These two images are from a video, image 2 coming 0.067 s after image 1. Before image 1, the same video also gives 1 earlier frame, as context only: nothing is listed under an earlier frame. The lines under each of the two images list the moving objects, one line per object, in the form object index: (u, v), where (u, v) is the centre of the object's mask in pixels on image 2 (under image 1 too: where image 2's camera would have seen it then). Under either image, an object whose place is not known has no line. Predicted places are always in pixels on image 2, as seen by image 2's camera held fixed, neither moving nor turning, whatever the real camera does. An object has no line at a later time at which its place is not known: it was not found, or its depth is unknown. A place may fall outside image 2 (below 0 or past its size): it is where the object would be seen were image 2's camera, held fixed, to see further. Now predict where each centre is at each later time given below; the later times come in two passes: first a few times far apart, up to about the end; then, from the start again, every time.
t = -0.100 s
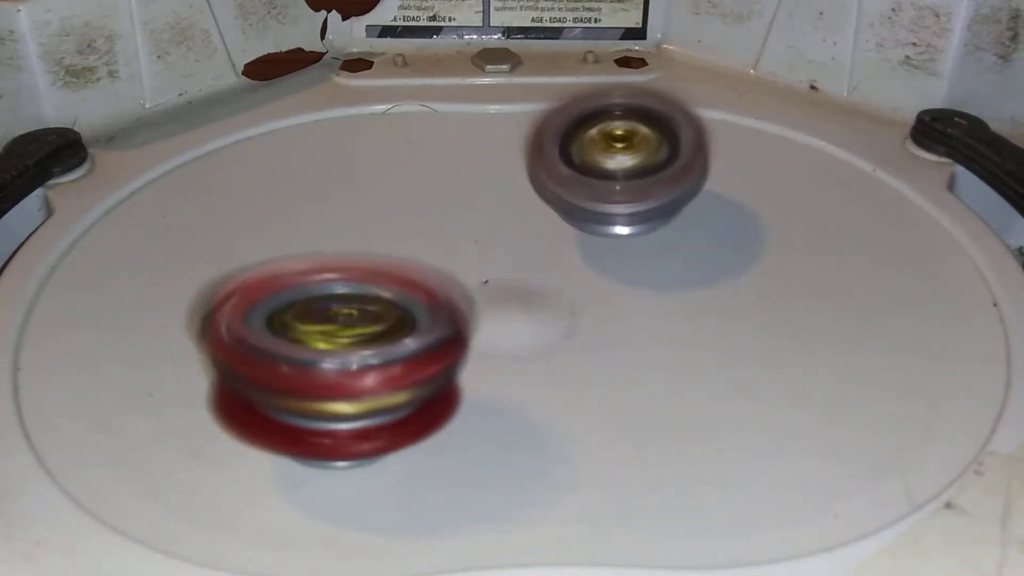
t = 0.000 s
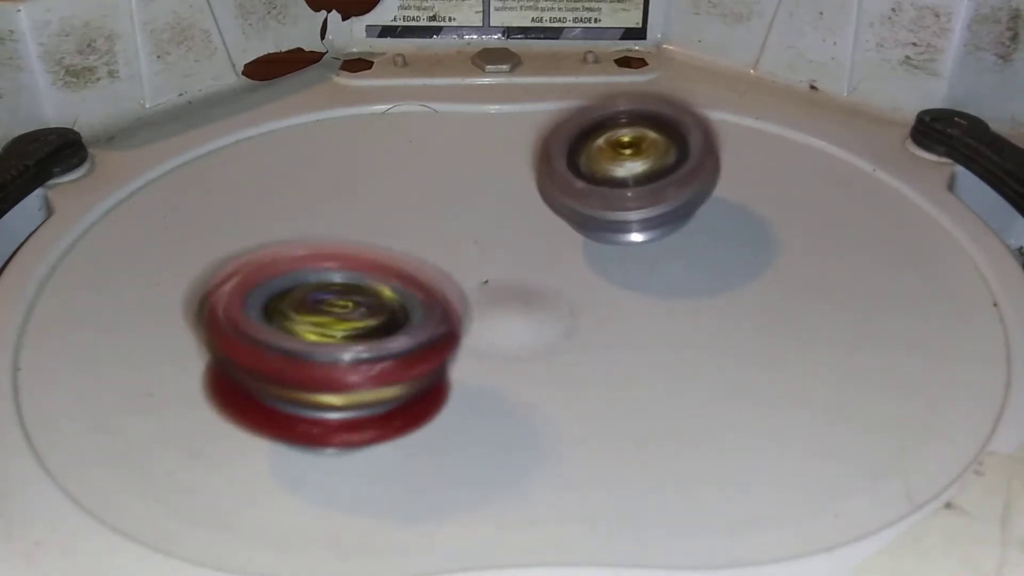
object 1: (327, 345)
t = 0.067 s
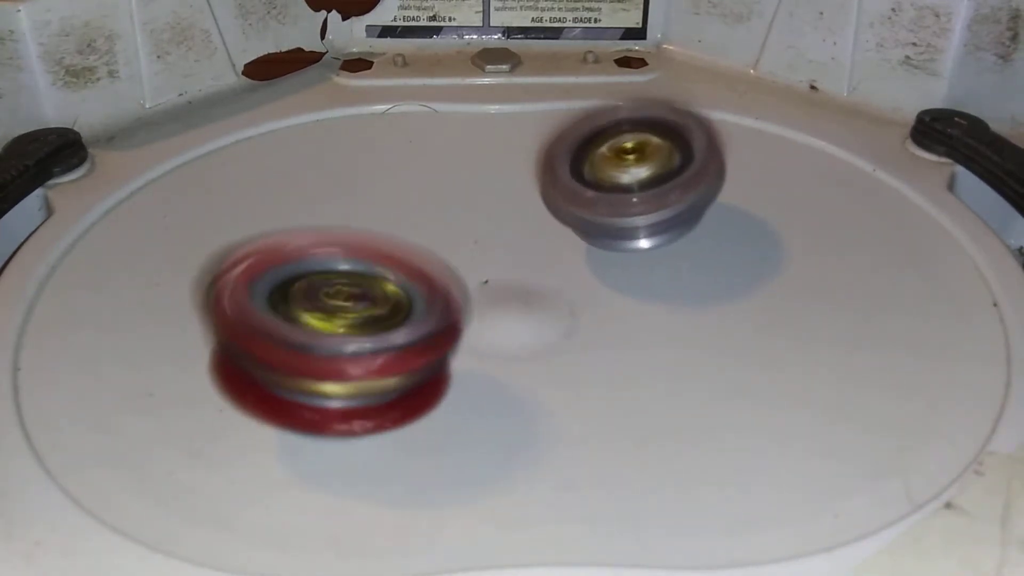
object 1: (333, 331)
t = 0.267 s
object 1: (380, 290)
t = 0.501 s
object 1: (423, 246)
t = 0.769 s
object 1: (483, 214)
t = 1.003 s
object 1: (515, 182)
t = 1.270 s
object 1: (570, 178)
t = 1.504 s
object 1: (609, 205)
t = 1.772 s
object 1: (585, 251)
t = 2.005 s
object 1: (518, 273)
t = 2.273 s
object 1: (440, 280)
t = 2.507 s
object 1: (407, 263)
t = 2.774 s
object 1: (436, 237)
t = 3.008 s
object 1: (494, 217)
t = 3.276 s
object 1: (578, 217)
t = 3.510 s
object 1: (607, 229)
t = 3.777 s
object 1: (599, 250)
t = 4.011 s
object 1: (559, 256)
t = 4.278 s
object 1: (478, 265)
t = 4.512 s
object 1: (440, 268)
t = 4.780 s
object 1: (446, 256)
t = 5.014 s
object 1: (463, 233)
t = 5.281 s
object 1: (501, 204)
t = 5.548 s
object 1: (515, 159)
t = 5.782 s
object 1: (665, 159)
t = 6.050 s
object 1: (758, 214)
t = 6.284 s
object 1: (703, 334)
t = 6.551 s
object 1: (608, 427)
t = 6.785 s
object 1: (472, 306)
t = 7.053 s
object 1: (336, 234)
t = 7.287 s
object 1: (376, 207)
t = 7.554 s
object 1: (482, 183)
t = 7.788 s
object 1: (582, 206)
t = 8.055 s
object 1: (741, 199)
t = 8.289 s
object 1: (747, 183)
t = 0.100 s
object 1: (338, 324)
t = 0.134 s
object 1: (343, 317)
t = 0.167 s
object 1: (350, 310)
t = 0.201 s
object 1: (359, 302)
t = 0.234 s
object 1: (369, 295)
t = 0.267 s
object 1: (380, 290)
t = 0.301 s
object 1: (391, 284)
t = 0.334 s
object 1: (403, 278)
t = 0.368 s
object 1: (416, 273)
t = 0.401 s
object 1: (428, 267)
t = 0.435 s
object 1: (433, 259)
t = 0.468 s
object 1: (426, 253)
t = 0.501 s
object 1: (423, 246)
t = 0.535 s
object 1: (427, 242)
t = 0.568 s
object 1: (433, 236)
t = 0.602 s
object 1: (439, 232)
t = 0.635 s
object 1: (446, 228)
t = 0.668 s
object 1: (455, 224)
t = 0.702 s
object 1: (463, 222)
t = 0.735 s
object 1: (473, 219)
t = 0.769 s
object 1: (483, 214)
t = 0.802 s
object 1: (492, 207)
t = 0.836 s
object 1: (497, 200)
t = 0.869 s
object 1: (498, 196)
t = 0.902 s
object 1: (501, 192)
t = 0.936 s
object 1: (506, 187)
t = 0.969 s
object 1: (511, 185)
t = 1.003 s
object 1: (515, 182)
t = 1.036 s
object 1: (520, 180)
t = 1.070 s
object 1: (527, 179)
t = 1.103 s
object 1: (534, 177)
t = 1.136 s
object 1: (543, 176)
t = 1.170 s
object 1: (550, 176)
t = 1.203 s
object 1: (556, 176)
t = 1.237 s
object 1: (564, 176)
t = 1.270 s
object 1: (570, 178)
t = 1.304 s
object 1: (579, 180)
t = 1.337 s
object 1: (585, 181)
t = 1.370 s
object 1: (592, 186)
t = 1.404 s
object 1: (597, 191)
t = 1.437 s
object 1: (602, 195)
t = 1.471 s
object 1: (607, 200)
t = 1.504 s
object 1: (609, 205)
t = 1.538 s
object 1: (610, 211)
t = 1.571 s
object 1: (610, 217)
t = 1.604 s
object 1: (608, 224)
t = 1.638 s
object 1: (607, 229)
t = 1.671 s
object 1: (604, 235)
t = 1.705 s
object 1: (599, 240)
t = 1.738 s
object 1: (593, 246)
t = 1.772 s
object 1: (585, 251)
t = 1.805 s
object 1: (579, 256)
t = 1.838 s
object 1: (570, 260)
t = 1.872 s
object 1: (560, 263)
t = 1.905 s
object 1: (550, 266)
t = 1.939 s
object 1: (540, 267)
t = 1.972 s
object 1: (529, 271)
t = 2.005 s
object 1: (518, 273)
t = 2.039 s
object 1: (507, 277)
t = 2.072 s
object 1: (501, 280)
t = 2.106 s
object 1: (495, 280)
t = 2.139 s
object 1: (486, 280)
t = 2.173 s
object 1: (477, 278)
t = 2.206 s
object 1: (469, 279)
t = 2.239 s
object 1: (459, 277)
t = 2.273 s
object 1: (440, 280)
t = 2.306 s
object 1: (435, 279)
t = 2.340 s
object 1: (431, 277)
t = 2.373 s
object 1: (425, 276)
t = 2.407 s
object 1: (415, 273)
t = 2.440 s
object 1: (411, 271)
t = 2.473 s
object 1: (410, 267)
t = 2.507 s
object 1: (407, 263)
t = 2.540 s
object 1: (406, 260)
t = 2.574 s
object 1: (407, 256)
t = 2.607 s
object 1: (408, 253)
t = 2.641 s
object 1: (410, 248)
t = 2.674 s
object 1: (416, 246)
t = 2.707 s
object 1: (421, 241)
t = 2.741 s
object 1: (429, 240)
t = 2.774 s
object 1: (436, 237)
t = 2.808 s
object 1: (444, 236)
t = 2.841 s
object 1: (453, 234)
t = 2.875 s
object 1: (461, 232)
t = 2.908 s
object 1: (467, 228)
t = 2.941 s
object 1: (475, 223)
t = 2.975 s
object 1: (485, 221)
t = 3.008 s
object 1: (494, 217)
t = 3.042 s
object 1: (506, 216)
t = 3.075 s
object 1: (518, 214)
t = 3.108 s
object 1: (531, 216)
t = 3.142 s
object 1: (543, 217)
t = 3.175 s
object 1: (550, 216)
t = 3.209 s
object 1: (559, 218)
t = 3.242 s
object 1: (568, 217)
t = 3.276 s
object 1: (578, 217)
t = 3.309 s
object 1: (584, 217)
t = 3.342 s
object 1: (586, 218)
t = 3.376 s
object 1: (593, 218)
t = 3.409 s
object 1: (600, 221)
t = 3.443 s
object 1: (602, 223)
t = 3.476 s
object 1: (604, 227)
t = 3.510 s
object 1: (607, 229)
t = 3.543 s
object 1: (611, 231)
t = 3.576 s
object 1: (610, 233)
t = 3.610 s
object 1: (610, 236)
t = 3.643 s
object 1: (611, 239)
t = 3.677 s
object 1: (608, 241)
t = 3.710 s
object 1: (606, 245)
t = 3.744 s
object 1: (603, 246)
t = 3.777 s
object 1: (599, 250)
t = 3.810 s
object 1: (593, 251)
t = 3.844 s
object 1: (588, 254)
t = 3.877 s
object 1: (582, 255)
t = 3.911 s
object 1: (575, 256)
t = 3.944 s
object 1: (566, 256)
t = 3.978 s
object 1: (561, 256)
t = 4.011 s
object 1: (559, 256)
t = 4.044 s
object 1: (553, 258)
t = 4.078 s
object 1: (544, 262)
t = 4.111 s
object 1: (532, 262)
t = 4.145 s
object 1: (523, 265)
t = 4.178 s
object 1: (512, 265)
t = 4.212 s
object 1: (500, 266)
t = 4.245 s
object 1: (488, 264)
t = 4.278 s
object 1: (478, 265)
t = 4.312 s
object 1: (470, 265)
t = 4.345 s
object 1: (461, 265)
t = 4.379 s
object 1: (452, 269)
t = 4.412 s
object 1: (451, 269)
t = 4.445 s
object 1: (451, 270)
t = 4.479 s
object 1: (445, 269)
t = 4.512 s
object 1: (440, 268)
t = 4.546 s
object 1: (439, 268)
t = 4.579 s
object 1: (439, 268)
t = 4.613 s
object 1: (436, 266)
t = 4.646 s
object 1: (435, 263)
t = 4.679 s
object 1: (439, 261)
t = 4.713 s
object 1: (441, 260)
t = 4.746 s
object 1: (443, 258)
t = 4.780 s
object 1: (446, 256)
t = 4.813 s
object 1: (456, 254)
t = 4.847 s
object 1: (461, 256)
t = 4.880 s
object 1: (459, 252)
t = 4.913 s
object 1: (458, 247)
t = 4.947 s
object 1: (458, 242)
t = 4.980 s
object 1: (462, 238)
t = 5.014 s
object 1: (463, 233)
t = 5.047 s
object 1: (466, 229)
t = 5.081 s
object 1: (470, 224)
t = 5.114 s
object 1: (476, 220)
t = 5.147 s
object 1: (482, 217)
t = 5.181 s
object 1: (487, 214)
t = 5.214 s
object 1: (493, 211)
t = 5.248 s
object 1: (499, 207)
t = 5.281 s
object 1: (501, 204)
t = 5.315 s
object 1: (499, 197)
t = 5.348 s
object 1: (497, 189)
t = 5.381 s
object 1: (499, 179)
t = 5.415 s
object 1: (500, 172)
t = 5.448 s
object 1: (504, 170)
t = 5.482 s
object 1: (507, 165)
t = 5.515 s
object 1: (510, 162)
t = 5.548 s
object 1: (515, 159)
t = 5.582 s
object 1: (534, 159)
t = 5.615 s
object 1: (554, 154)
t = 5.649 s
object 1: (577, 154)
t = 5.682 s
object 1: (598, 154)
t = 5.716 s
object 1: (620, 155)
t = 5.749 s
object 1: (642, 157)
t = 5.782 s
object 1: (665, 159)
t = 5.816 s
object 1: (684, 161)
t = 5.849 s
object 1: (703, 164)
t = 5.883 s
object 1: (717, 173)
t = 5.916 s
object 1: (733, 177)
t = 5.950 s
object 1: (742, 185)
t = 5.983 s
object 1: (748, 194)
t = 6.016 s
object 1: (755, 204)
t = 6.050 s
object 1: (758, 214)
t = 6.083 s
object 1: (755, 225)
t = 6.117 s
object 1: (751, 239)
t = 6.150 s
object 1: (743, 253)
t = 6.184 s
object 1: (732, 268)
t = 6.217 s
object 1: (717, 279)
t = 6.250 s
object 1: (711, 307)
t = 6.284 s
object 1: (703, 334)
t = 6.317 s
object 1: (684, 359)
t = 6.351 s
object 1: (666, 390)
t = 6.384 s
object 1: (660, 409)
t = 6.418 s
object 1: (640, 425)
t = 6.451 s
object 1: (633, 439)
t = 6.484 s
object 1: (625, 439)
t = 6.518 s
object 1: (618, 436)
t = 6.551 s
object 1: (608, 427)
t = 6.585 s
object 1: (582, 406)
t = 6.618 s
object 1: (566, 389)
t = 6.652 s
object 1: (546, 376)
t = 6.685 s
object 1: (537, 359)
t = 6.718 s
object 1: (519, 333)
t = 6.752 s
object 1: (501, 314)
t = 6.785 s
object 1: (472, 306)
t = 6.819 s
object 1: (454, 303)
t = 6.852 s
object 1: (428, 292)
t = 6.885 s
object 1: (410, 281)
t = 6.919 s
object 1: (387, 270)
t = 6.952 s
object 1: (368, 259)
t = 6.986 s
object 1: (360, 255)
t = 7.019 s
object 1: (348, 245)
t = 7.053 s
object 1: (336, 234)
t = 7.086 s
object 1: (328, 227)
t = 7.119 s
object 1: (325, 223)
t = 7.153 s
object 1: (330, 222)
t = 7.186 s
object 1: (342, 221)
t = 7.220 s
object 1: (353, 217)
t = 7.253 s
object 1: (365, 212)
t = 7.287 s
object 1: (376, 207)
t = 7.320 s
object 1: (390, 201)
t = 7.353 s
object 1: (403, 195)
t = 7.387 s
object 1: (411, 188)
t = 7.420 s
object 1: (423, 186)
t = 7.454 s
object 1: (441, 187)
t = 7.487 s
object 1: (457, 186)
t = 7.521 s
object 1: (471, 185)
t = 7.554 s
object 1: (482, 183)
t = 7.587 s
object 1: (491, 184)
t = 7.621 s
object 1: (499, 184)
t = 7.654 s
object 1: (513, 186)
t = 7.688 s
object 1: (527, 191)
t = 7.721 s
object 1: (542, 196)
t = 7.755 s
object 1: (561, 200)
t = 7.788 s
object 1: (582, 206)
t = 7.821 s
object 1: (605, 209)
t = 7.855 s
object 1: (627, 209)
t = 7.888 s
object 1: (650, 209)
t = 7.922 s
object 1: (674, 206)
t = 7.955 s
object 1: (696, 206)
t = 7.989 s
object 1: (712, 202)
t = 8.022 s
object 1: (728, 200)
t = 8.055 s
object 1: (741, 199)
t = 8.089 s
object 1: (749, 195)
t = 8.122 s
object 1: (753, 191)
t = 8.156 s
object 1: (758, 187)
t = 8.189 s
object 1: (762, 184)
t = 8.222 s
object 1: (759, 183)
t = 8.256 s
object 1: (755, 181)
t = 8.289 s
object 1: (747, 183)
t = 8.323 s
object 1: (737, 186)
